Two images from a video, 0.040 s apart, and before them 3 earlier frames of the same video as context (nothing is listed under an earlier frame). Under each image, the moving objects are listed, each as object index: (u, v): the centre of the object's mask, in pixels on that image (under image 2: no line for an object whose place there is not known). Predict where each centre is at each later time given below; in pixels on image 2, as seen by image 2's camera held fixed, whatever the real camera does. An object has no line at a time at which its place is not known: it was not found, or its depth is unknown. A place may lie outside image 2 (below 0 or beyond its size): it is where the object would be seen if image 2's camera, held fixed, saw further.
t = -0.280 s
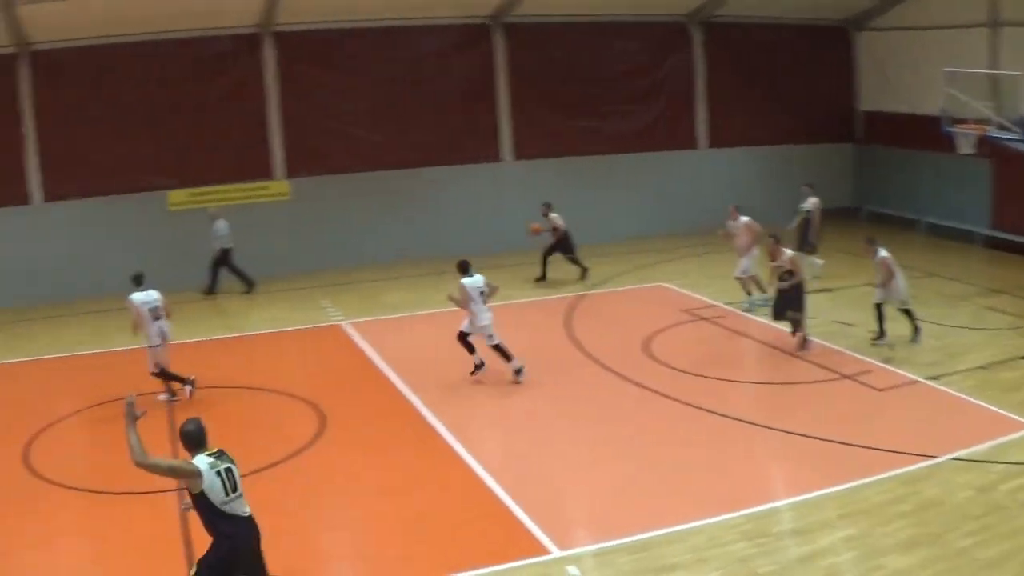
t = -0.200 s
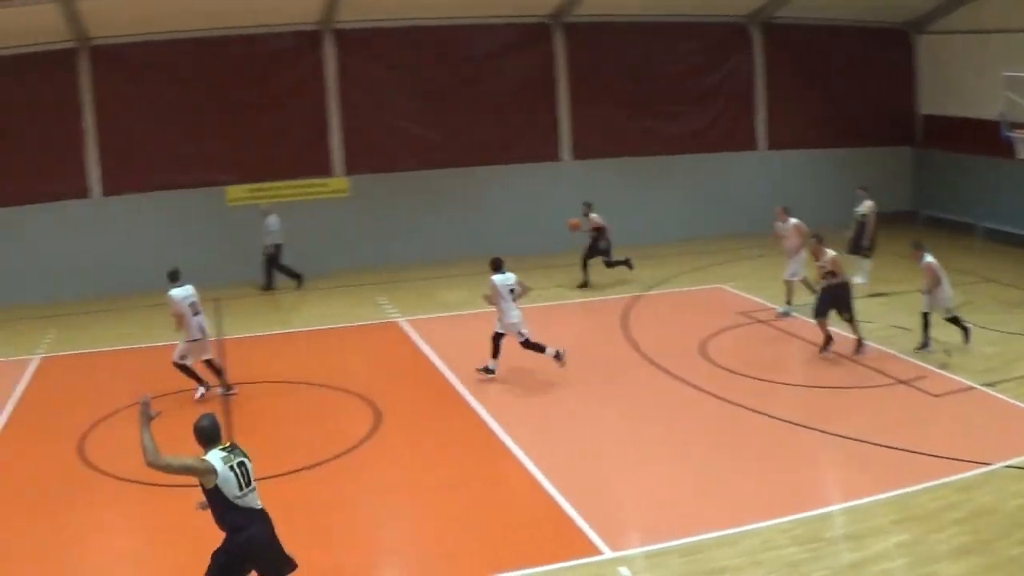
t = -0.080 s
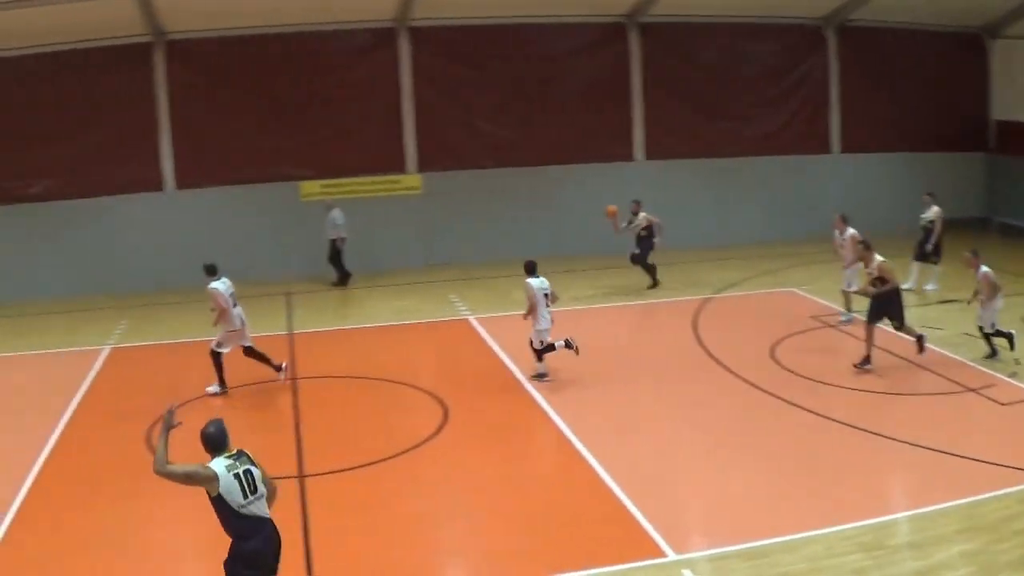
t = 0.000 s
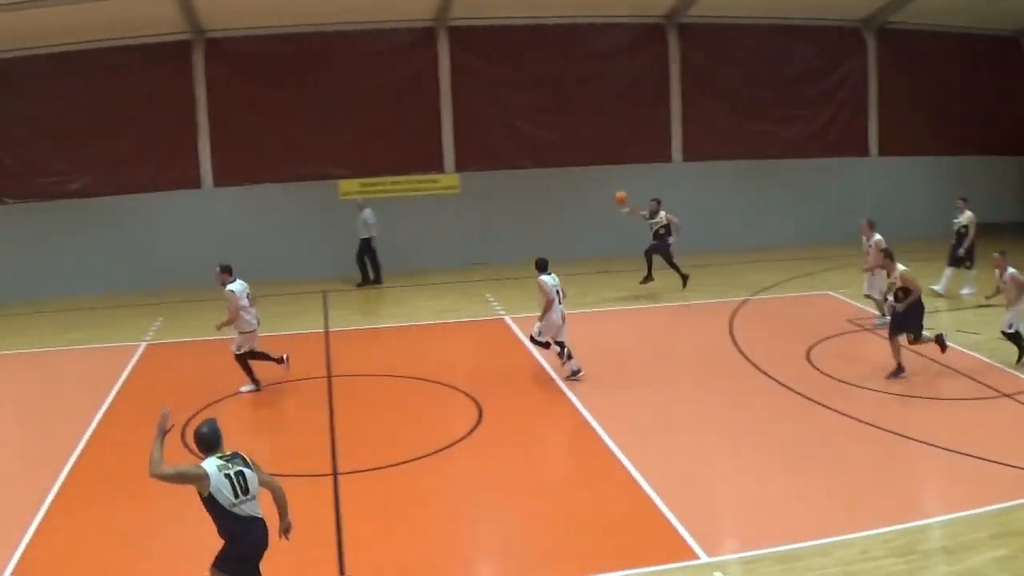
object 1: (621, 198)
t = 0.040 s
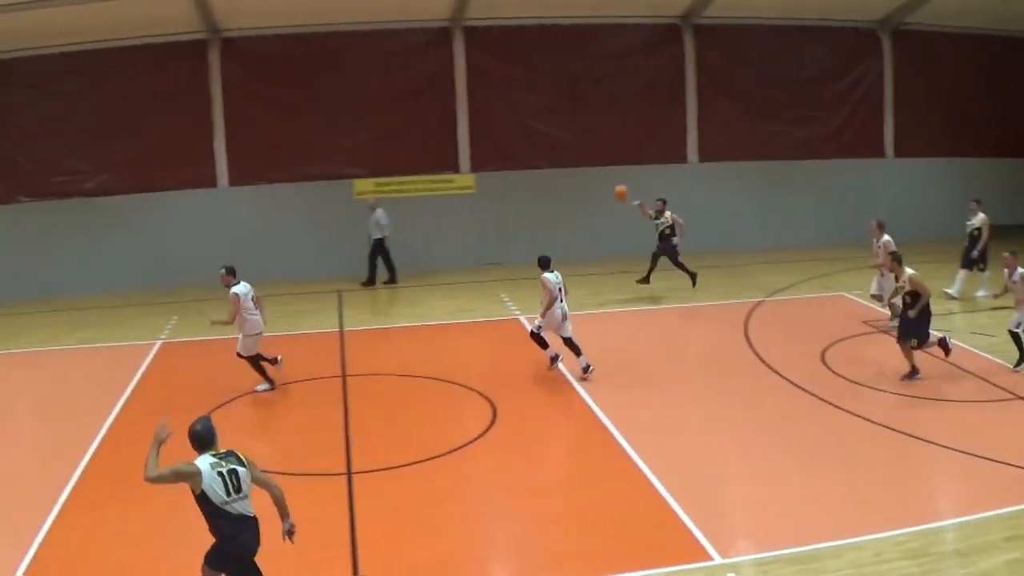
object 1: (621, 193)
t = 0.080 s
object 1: (610, 186)
